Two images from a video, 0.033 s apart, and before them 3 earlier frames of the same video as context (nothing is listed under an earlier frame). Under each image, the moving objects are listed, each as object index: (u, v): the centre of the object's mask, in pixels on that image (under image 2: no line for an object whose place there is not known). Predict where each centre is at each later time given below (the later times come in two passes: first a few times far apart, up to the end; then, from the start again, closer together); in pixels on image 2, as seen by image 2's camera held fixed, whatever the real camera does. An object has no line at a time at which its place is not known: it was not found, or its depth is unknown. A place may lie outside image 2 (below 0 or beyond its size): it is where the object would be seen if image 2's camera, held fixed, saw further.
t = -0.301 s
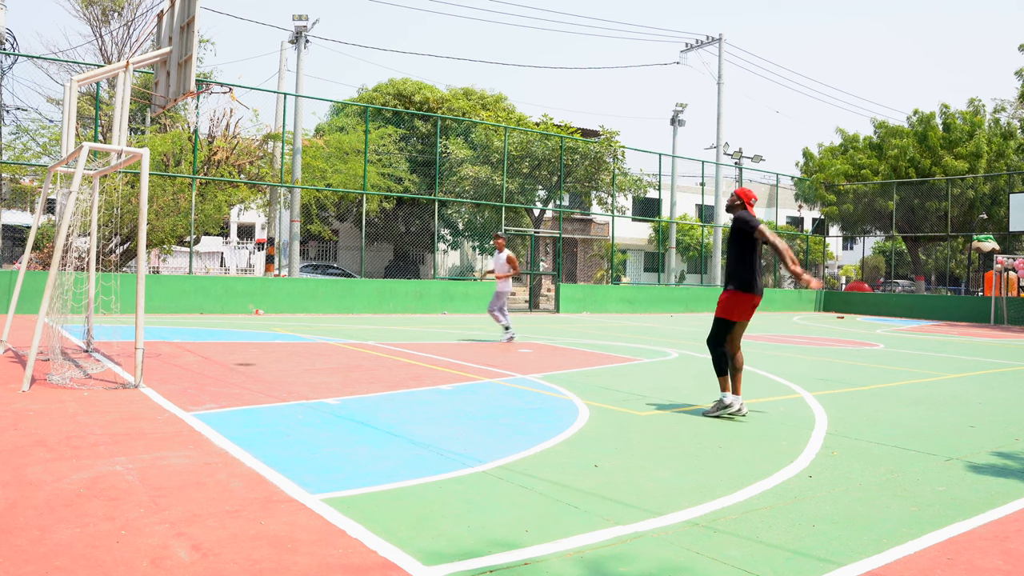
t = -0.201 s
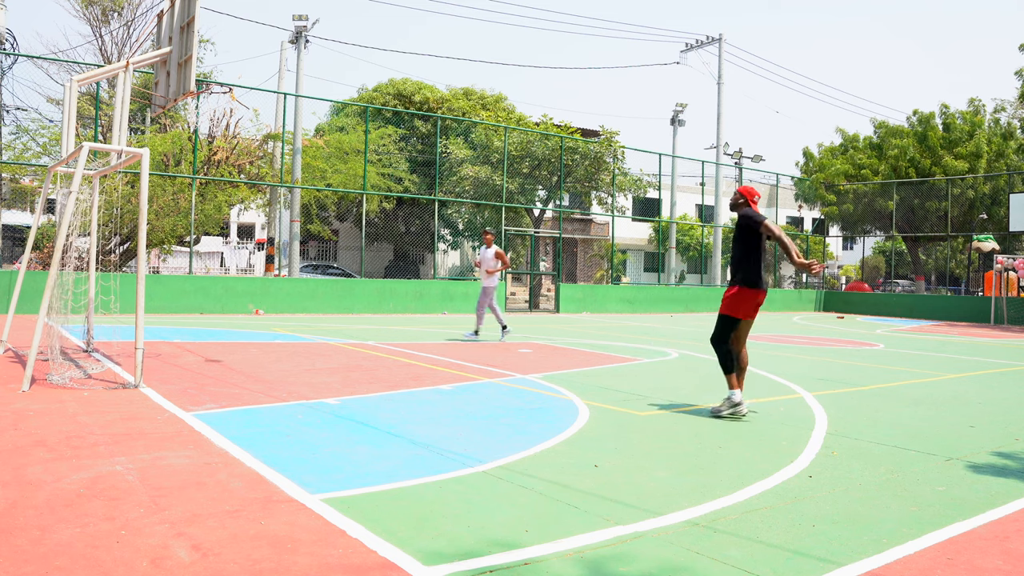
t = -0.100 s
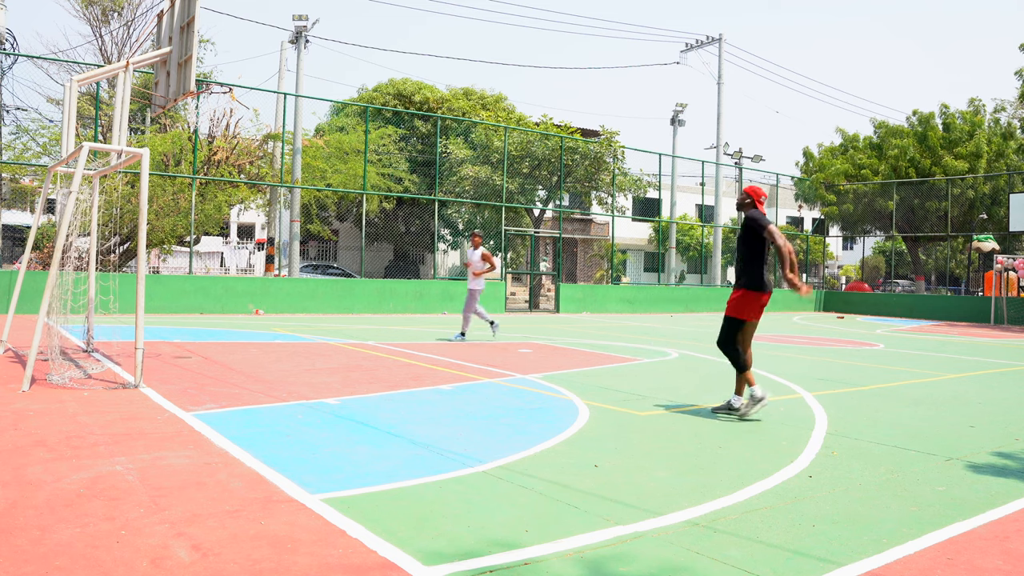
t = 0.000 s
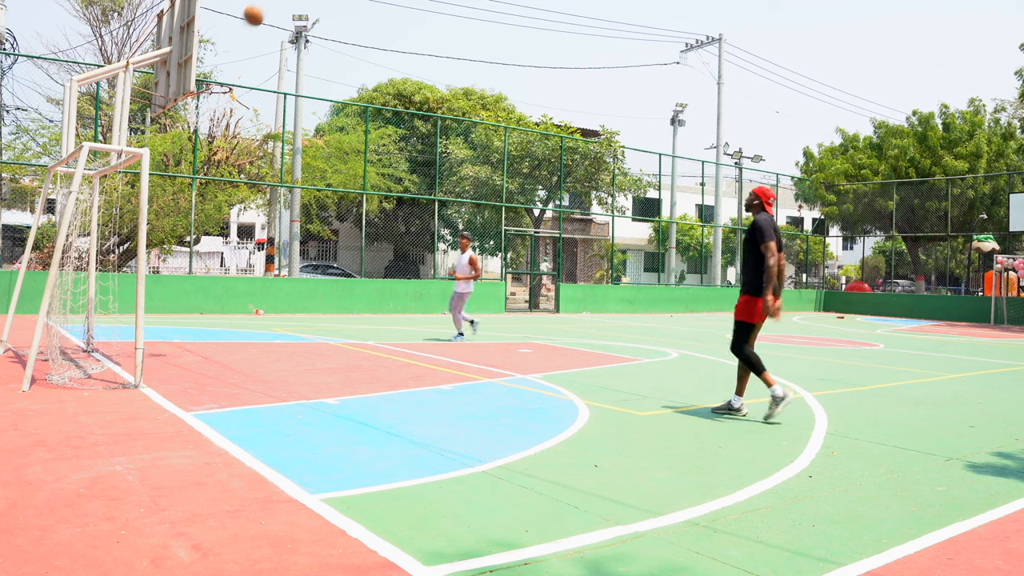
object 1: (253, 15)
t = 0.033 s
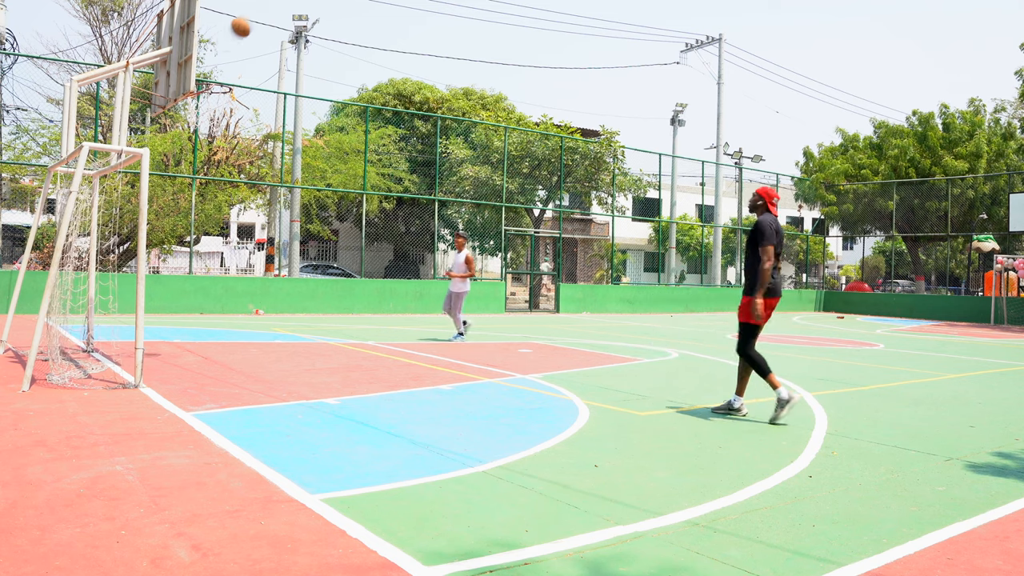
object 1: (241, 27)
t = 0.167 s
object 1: (199, 80)
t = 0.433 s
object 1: (201, 82)
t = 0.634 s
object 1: (214, 121)
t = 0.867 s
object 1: (233, 197)
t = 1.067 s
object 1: (247, 289)
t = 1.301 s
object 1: (255, 281)
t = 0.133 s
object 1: (204, 68)
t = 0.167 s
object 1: (199, 80)
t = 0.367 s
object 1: (198, 78)
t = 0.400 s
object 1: (199, 81)
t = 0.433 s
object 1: (201, 82)
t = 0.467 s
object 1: (202, 85)
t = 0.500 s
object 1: (204, 92)
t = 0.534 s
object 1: (207, 99)
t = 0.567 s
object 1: (209, 104)
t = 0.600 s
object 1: (213, 113)
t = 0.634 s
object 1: (214, 121)
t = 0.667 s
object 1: (218, 129)
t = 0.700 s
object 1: (220, 139)
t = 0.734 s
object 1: (223, 149)
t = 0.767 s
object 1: (225, 159)
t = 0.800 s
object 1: (229, 171)
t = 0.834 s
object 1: (231, 183)
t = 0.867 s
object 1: (233, 197)
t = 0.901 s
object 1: (235, 209)
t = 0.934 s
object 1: (238, 226)
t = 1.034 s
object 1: (245, 273)
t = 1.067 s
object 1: (247, 289)
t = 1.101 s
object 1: (249, 305)
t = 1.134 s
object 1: (251, 325)
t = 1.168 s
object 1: (253, 334)
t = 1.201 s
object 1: (253, 319)
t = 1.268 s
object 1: (254, 292)
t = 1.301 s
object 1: (255, 281)
